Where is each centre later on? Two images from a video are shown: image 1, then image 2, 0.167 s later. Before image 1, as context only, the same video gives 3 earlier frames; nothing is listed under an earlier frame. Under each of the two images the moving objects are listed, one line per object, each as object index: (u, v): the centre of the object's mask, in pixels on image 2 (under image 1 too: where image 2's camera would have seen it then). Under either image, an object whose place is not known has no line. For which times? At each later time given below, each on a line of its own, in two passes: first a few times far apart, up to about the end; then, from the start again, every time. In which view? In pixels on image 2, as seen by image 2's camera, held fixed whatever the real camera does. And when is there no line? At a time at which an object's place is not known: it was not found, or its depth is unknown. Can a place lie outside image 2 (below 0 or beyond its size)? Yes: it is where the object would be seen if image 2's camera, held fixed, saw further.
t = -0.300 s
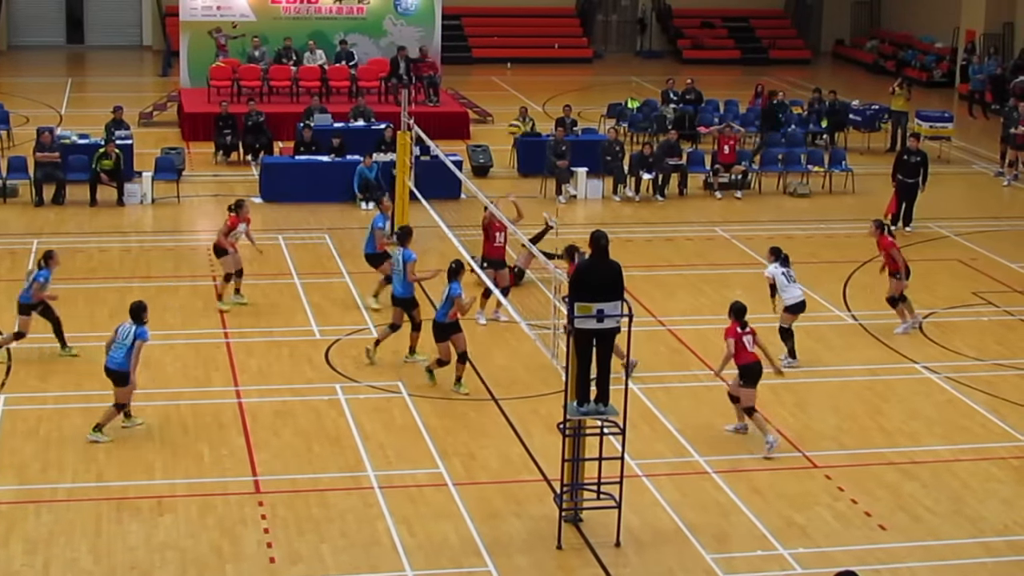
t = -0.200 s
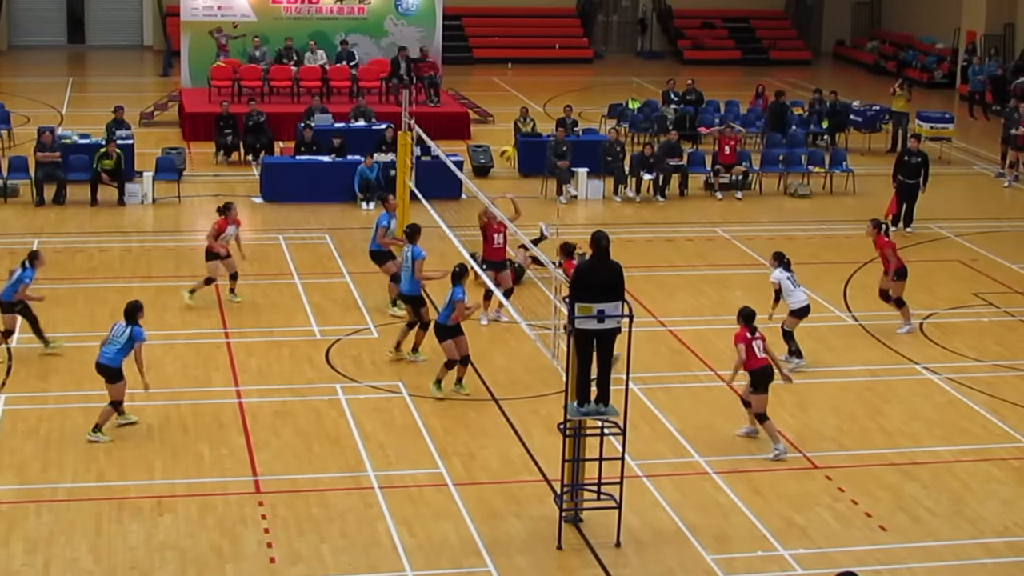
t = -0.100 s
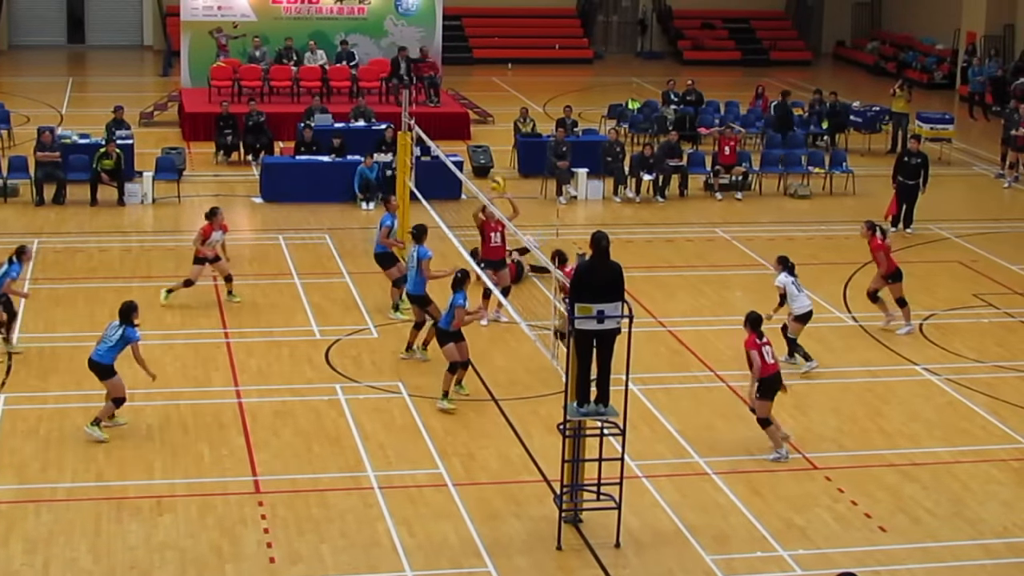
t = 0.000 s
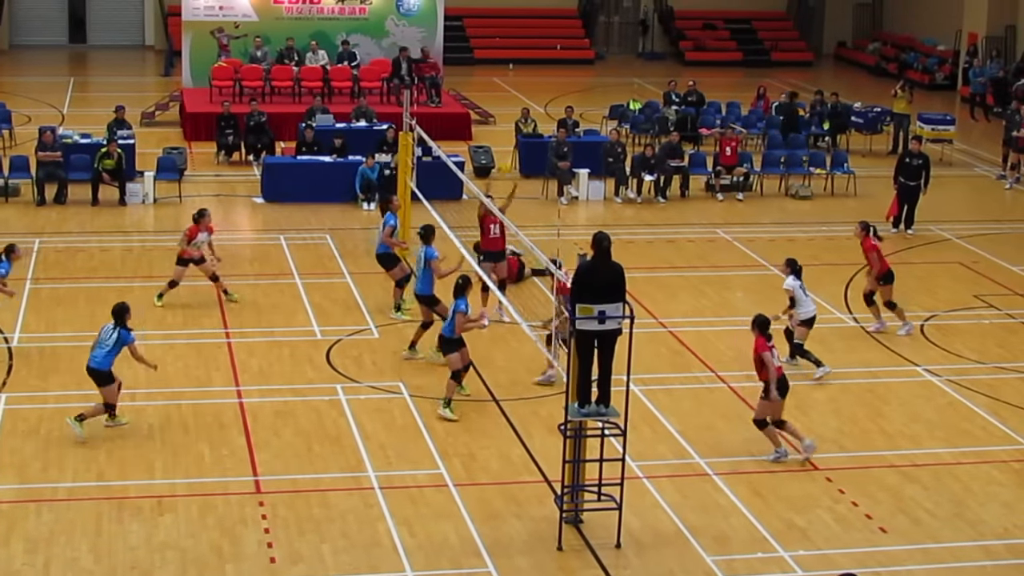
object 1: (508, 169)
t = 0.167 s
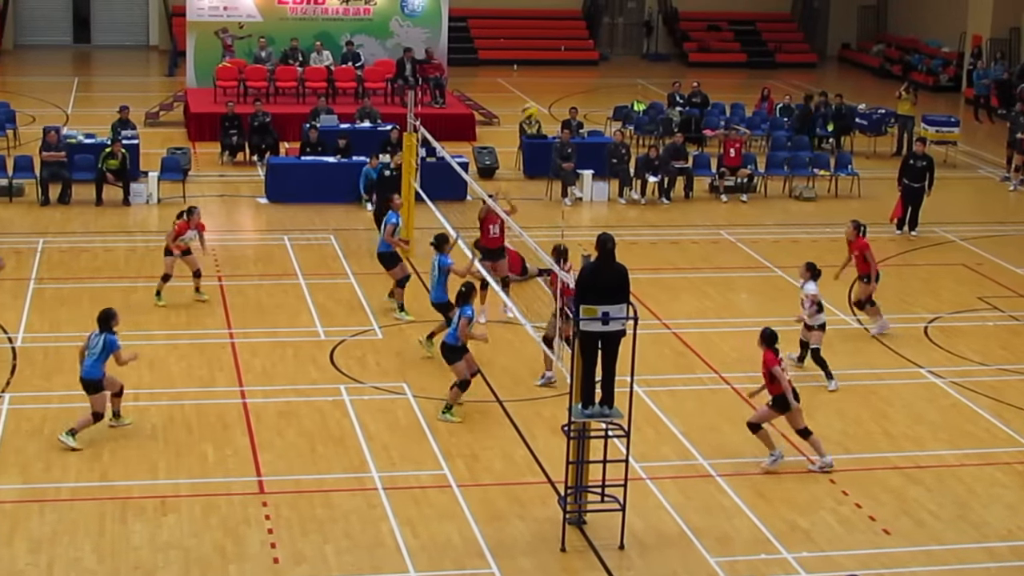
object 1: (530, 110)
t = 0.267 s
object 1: (544, 86)
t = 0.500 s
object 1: (575, 58)
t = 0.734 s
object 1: (606, 73)
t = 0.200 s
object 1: (534, 102)
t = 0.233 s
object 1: (539, 93)
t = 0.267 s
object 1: (544, 86)
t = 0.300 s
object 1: (548, 80)
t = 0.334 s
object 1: (552, 74)
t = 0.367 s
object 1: (557, 69)
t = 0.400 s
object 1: (562, 65)
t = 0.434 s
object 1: (566, 62)
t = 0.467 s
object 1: (571, 60)
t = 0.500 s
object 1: (575, 58)
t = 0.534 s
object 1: (580, 58)
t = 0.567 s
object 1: (584, 58)
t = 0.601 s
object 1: (588, 59)
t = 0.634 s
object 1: (593, 60)
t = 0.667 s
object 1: (597, 64)
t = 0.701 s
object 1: (601, 68)
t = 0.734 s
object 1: (606, 73)
